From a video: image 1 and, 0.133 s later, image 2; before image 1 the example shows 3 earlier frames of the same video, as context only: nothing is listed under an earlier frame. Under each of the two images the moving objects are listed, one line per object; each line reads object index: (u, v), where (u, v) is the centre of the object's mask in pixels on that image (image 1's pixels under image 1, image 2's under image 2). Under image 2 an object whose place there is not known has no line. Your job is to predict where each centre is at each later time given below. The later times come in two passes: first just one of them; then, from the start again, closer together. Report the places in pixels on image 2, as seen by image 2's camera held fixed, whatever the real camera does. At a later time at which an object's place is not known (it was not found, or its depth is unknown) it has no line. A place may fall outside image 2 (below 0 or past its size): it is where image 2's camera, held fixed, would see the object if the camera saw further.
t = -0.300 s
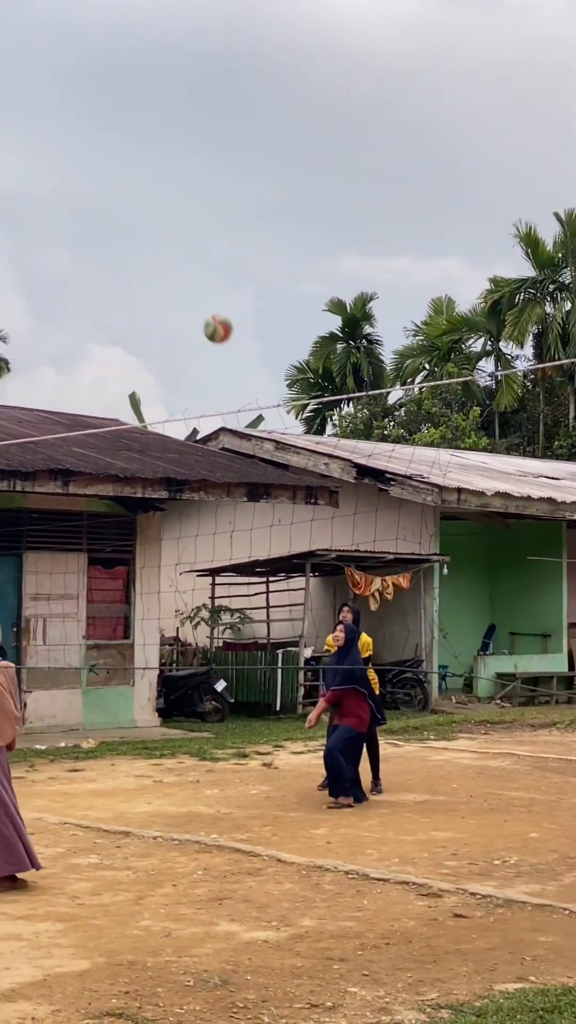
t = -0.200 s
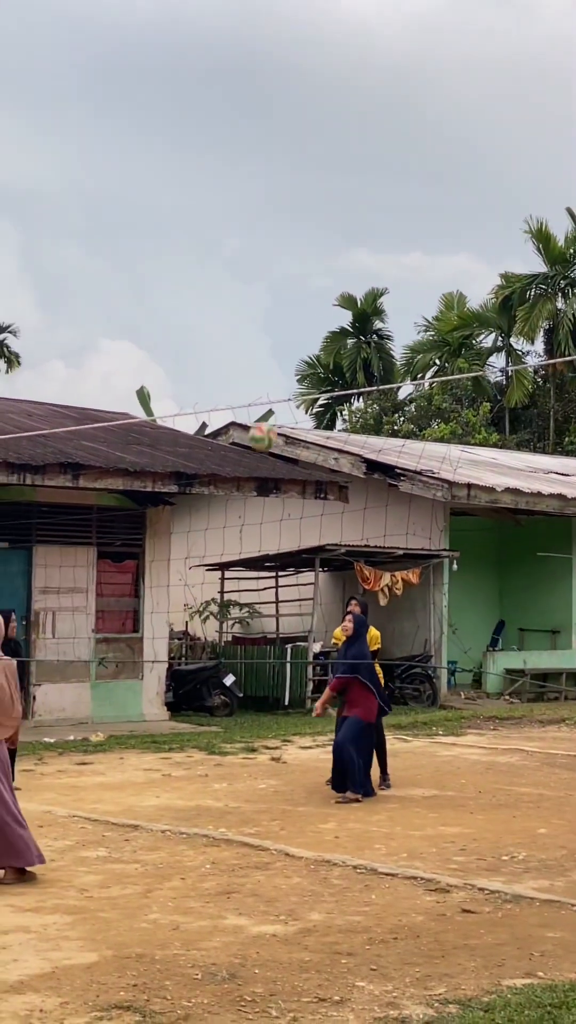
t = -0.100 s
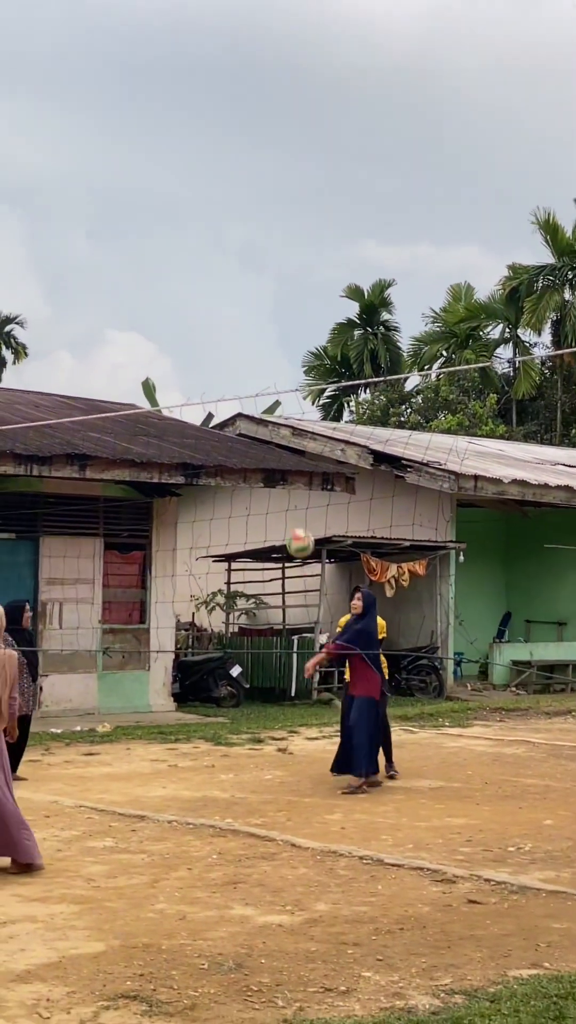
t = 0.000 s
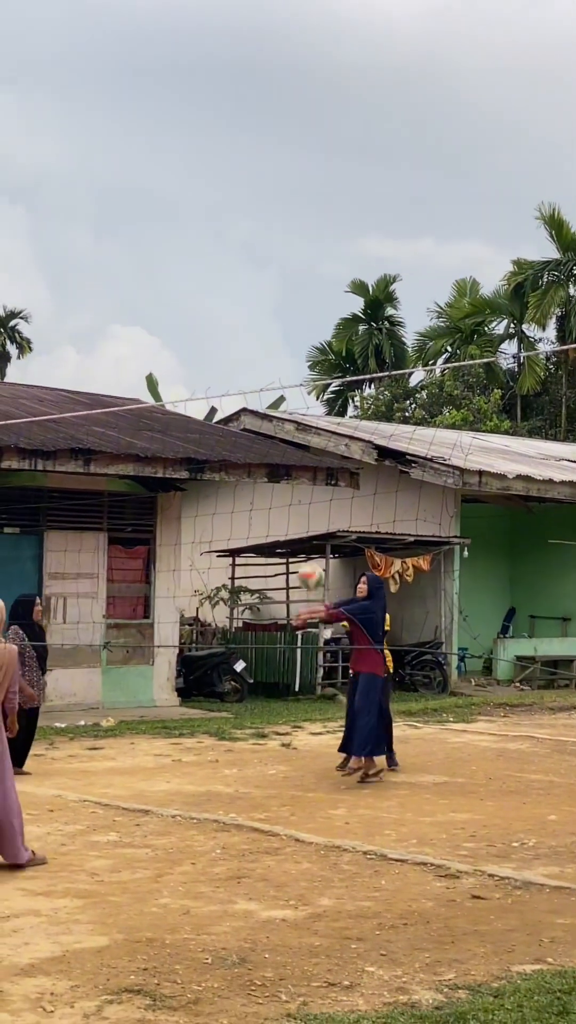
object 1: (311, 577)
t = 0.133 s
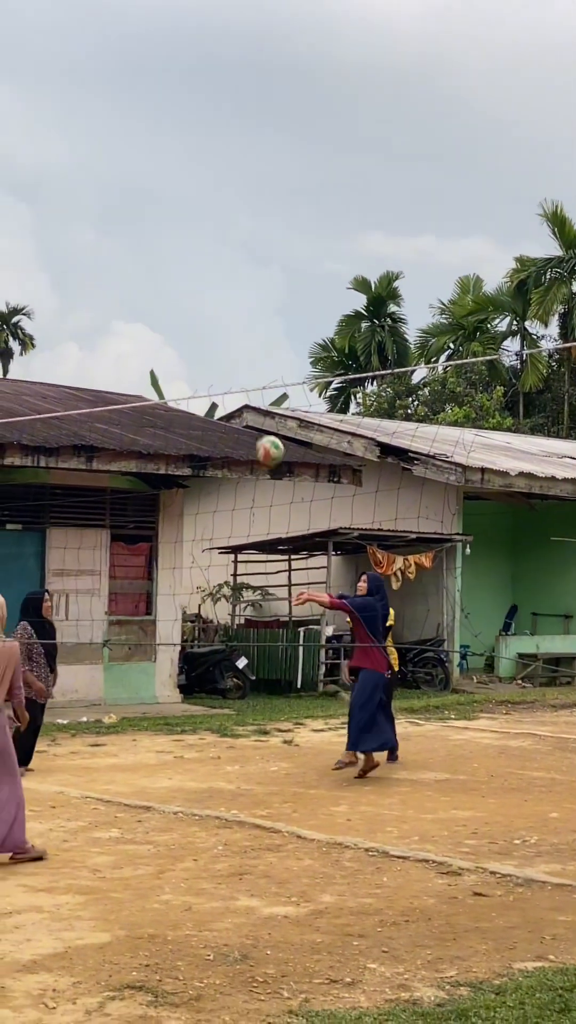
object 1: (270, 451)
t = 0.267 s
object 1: (222, 344)
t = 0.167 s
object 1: (259, 422)
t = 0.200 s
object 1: (247, 395)
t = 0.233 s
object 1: (235, 369)
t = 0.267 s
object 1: (222, 344)
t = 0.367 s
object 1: (186, 279)
